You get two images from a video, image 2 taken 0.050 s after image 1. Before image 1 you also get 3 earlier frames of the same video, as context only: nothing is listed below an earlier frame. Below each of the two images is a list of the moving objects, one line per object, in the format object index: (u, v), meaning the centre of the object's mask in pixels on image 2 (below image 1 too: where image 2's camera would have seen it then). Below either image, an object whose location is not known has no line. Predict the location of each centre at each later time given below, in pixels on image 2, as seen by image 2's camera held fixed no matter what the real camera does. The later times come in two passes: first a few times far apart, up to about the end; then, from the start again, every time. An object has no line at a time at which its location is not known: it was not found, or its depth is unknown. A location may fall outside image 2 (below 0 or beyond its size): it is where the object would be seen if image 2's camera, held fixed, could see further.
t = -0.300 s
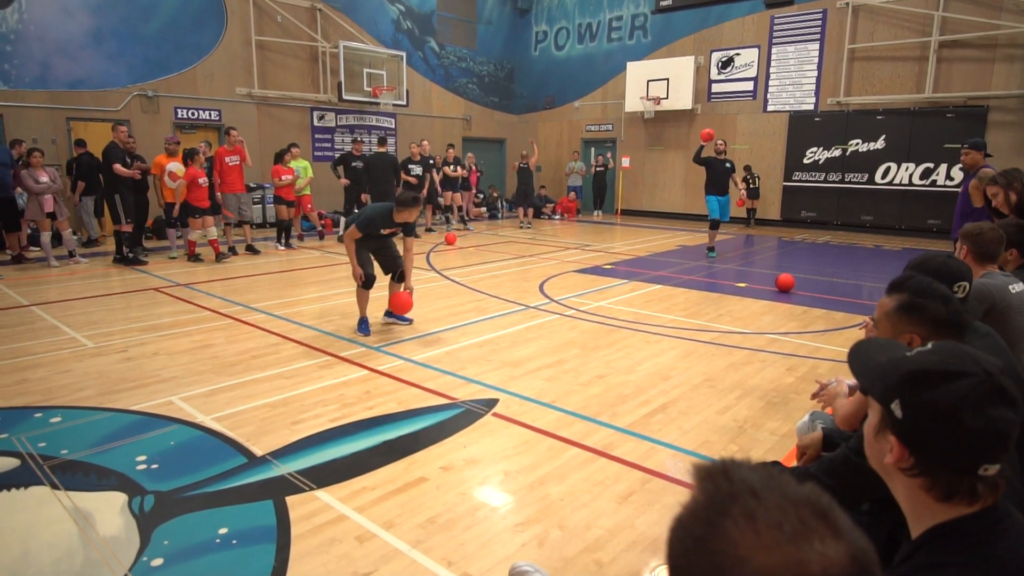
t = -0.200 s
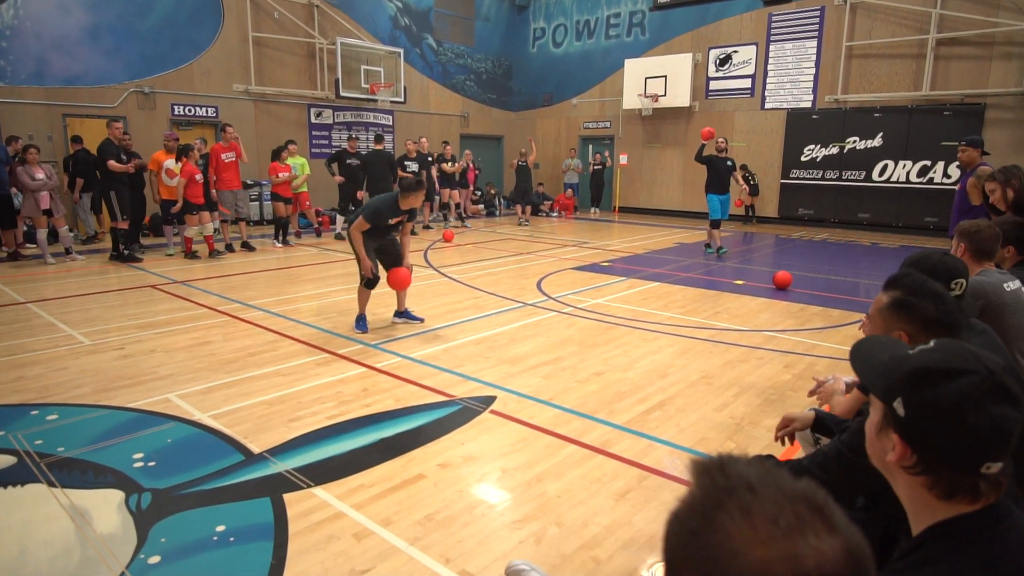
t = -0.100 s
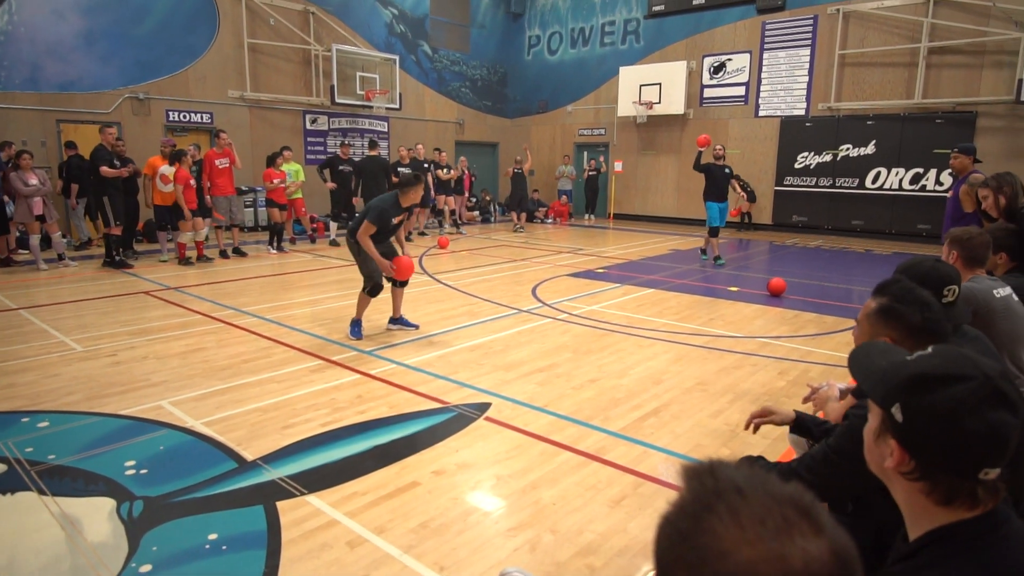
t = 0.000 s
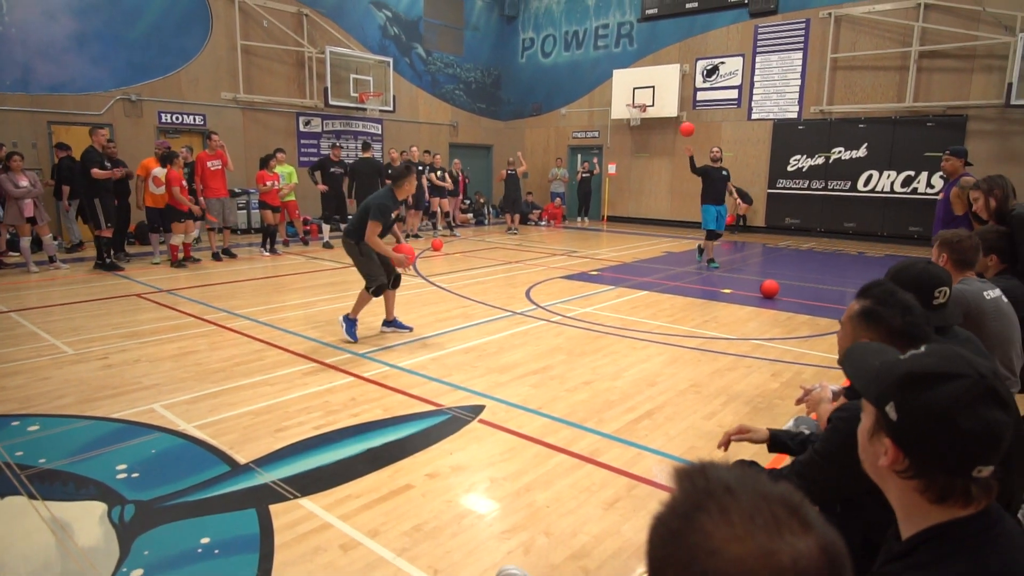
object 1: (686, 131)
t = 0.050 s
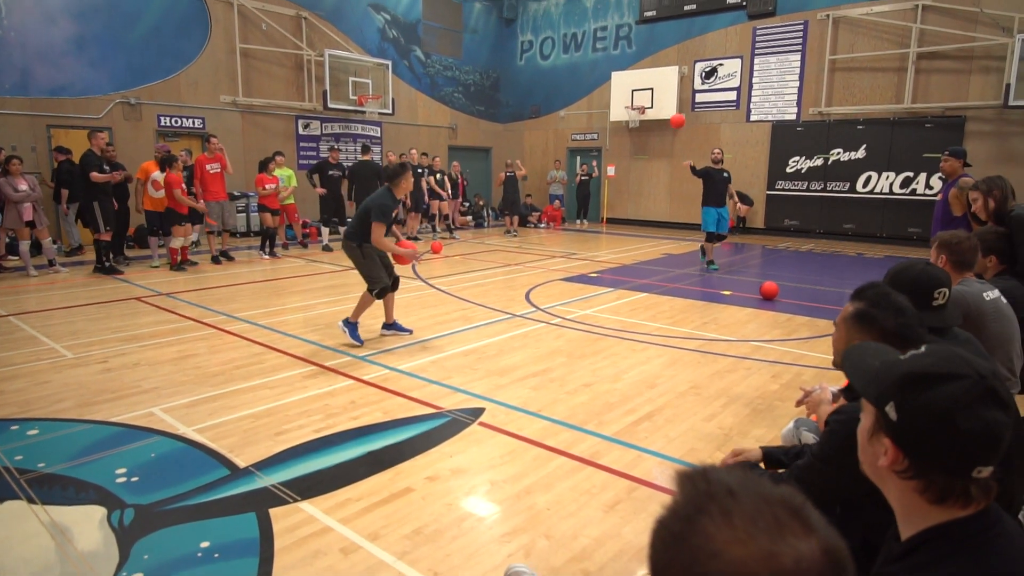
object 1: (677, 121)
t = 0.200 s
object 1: (647, 100)
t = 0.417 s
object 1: (595, 96)
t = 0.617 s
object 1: (537, 132)
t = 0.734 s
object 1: (498, 176)
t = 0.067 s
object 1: (674, 118)
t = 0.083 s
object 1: (671, 116)
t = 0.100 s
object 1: (668, 113)
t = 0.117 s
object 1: (664, 110)
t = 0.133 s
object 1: (661, 108)
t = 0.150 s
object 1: (658, 105)
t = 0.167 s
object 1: (655, 103)
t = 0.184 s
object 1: (651, 102)
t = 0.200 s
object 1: (647, 100)
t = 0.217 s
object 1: (644, 99)
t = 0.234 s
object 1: (640, 97)
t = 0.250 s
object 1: (636, 96)
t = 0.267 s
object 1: (633, 95)
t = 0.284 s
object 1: (629, 95)
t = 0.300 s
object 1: (625, 94)
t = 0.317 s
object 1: (621, 93)
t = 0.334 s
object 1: (617, 93)
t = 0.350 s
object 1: (612, 93)
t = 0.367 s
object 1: (608, 93)
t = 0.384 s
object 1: (604, 94)
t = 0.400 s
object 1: (600, 95)
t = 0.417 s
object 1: (595, 96)
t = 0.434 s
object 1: (591, 97)
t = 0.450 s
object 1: (586, 99)
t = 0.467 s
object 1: (581, 101)
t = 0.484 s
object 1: (577, 103)
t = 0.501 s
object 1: (572, 106)
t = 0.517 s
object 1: (567, 108)
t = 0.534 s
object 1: (562, 112)
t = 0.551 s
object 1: (557, 115)
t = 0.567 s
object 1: (553, 119)
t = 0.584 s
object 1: (548, 123)
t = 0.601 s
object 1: (542, 127)
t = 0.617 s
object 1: (537, 132)
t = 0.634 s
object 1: (532, 137)
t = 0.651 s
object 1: (526, 143)
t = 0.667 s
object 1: (521, 148)
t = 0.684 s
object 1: (515, 154)
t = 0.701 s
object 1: (510, 160)
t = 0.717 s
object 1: (503, 168)
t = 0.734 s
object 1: (498, 176)
